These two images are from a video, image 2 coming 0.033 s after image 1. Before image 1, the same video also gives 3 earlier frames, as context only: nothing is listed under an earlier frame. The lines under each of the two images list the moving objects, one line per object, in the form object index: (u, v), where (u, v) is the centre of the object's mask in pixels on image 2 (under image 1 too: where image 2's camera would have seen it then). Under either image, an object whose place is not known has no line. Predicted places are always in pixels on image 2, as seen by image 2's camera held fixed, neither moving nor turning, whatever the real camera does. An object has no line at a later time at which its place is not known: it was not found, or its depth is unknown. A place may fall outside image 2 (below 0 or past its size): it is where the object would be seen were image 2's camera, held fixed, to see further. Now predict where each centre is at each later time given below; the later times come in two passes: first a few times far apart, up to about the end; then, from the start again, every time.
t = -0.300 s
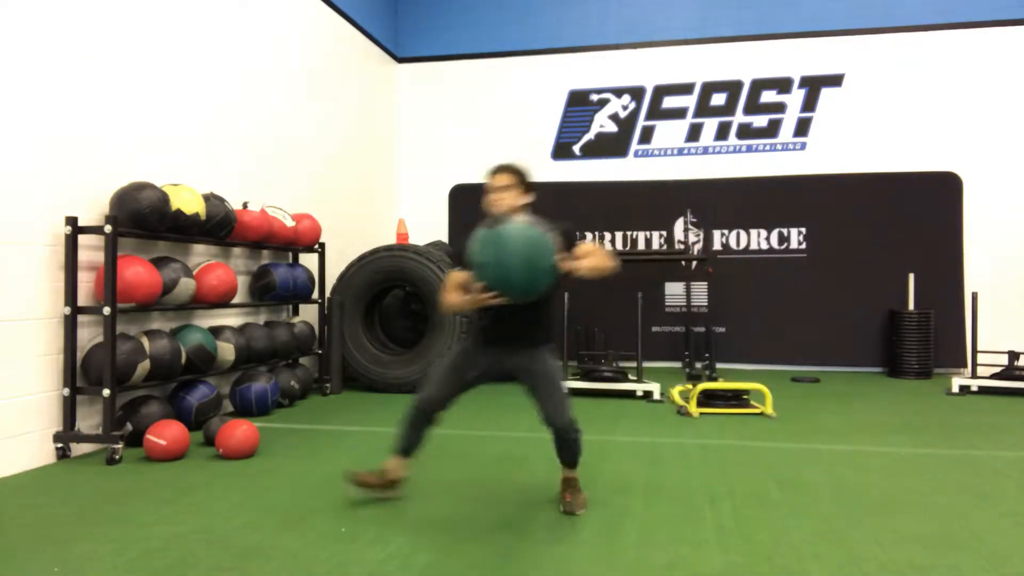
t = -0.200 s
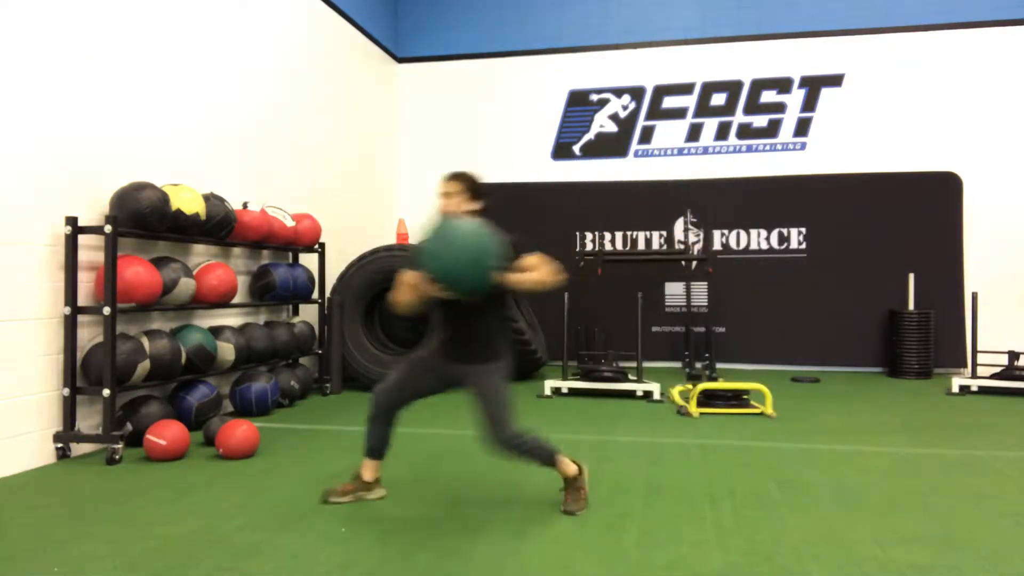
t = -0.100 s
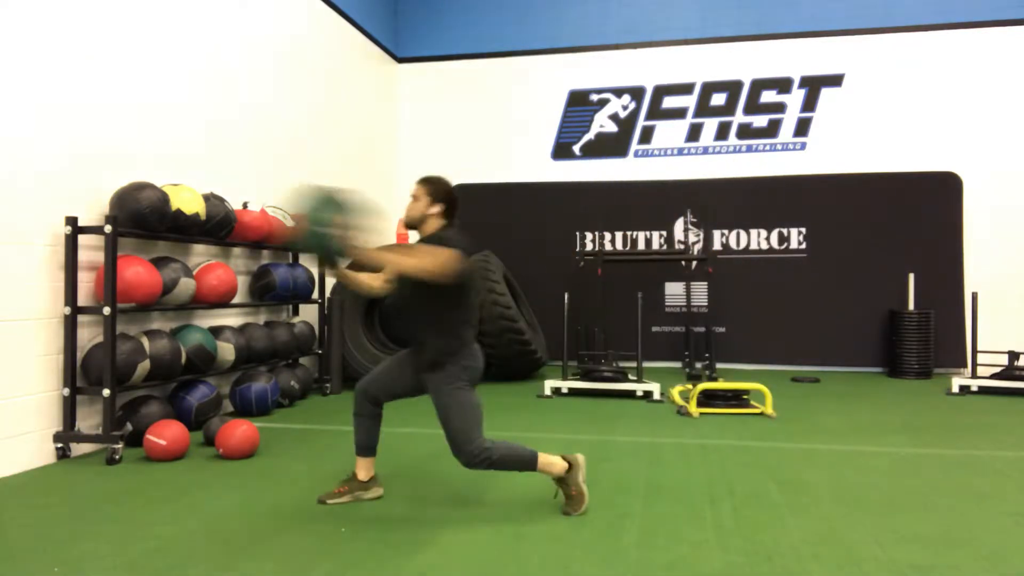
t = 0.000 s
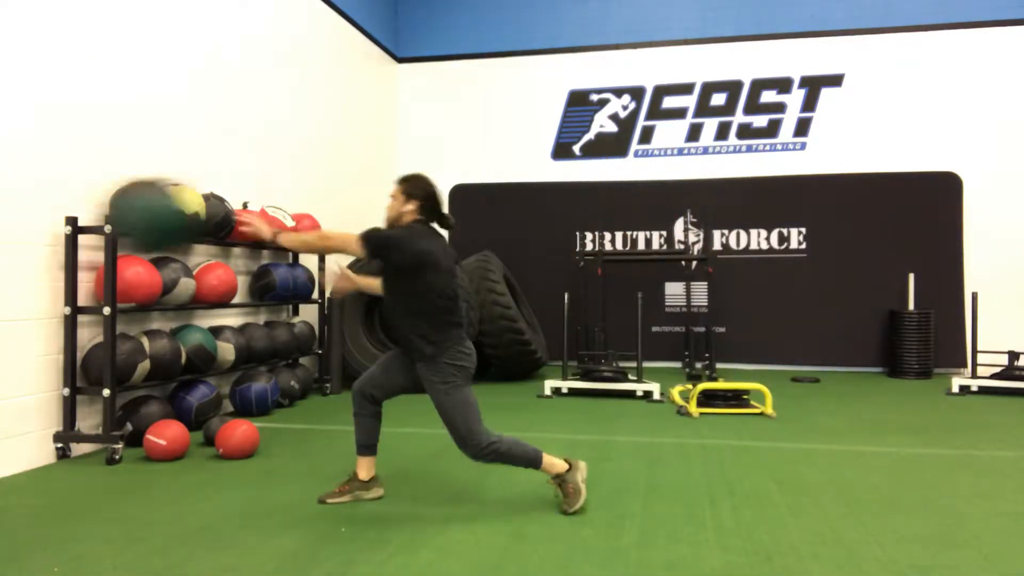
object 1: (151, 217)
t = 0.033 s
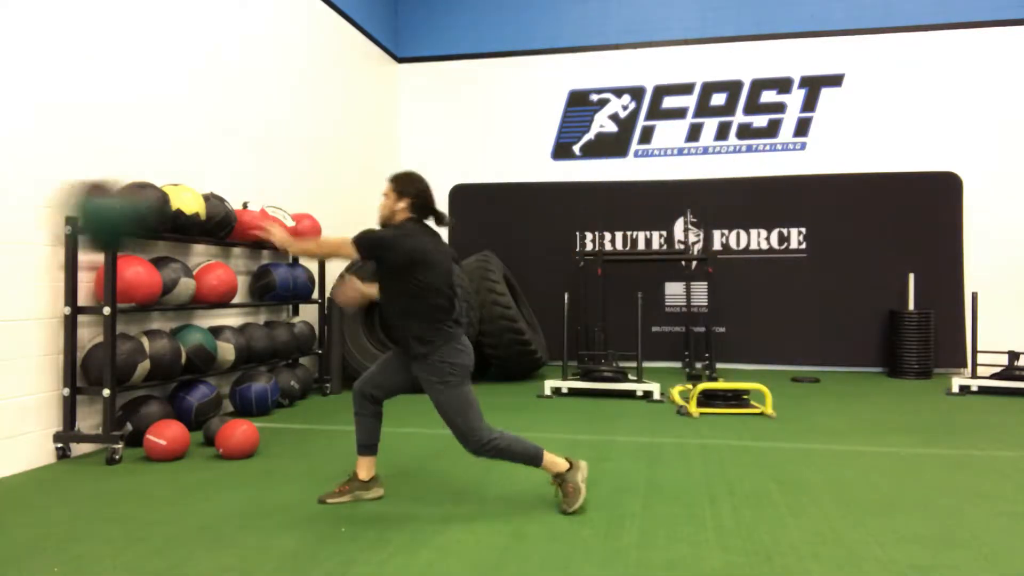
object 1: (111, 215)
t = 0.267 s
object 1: (67, 276)
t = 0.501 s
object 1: (231, 448)
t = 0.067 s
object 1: (50, 218)
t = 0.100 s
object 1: (13, 227)
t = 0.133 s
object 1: (8, 231)
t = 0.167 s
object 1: (16, 237)
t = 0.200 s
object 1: (27, 247)
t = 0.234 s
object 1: (45, 261)
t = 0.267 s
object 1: (67, 276)
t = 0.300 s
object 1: (89, 293)
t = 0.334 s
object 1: (114, 313)
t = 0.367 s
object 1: (134, 331)
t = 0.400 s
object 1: (162, 357)
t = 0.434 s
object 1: (184, 384)
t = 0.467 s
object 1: (203, 407)
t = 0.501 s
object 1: (231, 448)
